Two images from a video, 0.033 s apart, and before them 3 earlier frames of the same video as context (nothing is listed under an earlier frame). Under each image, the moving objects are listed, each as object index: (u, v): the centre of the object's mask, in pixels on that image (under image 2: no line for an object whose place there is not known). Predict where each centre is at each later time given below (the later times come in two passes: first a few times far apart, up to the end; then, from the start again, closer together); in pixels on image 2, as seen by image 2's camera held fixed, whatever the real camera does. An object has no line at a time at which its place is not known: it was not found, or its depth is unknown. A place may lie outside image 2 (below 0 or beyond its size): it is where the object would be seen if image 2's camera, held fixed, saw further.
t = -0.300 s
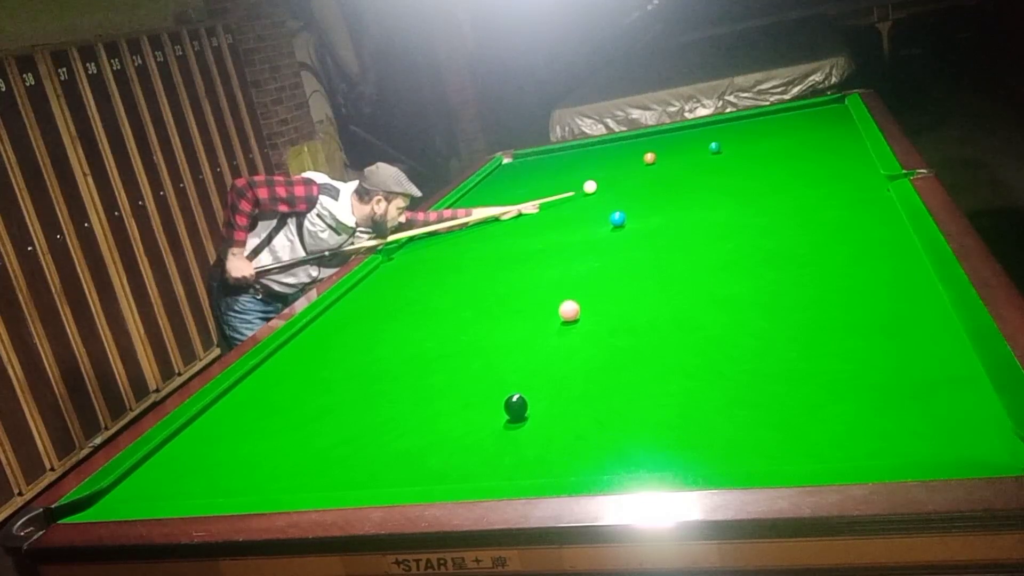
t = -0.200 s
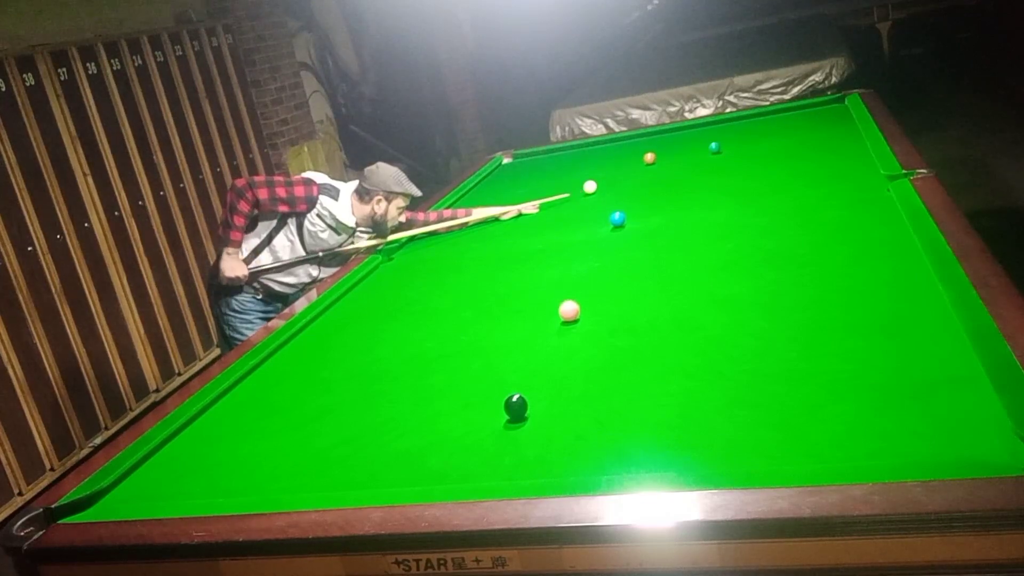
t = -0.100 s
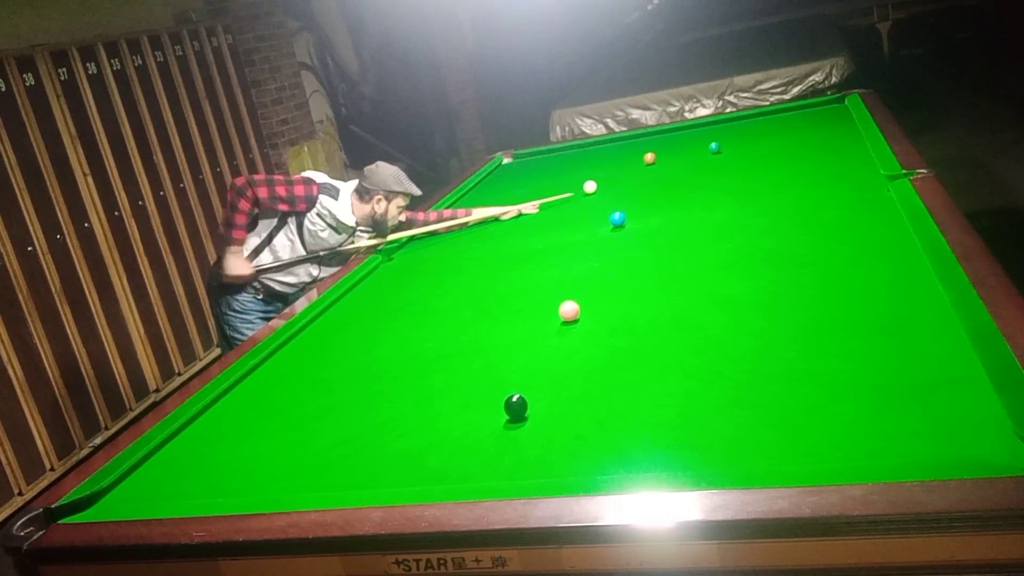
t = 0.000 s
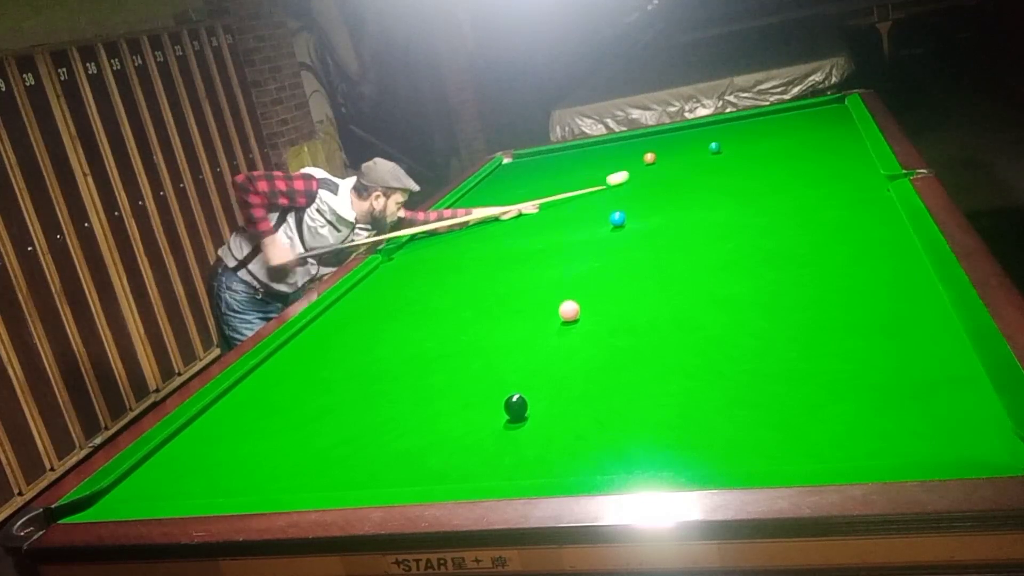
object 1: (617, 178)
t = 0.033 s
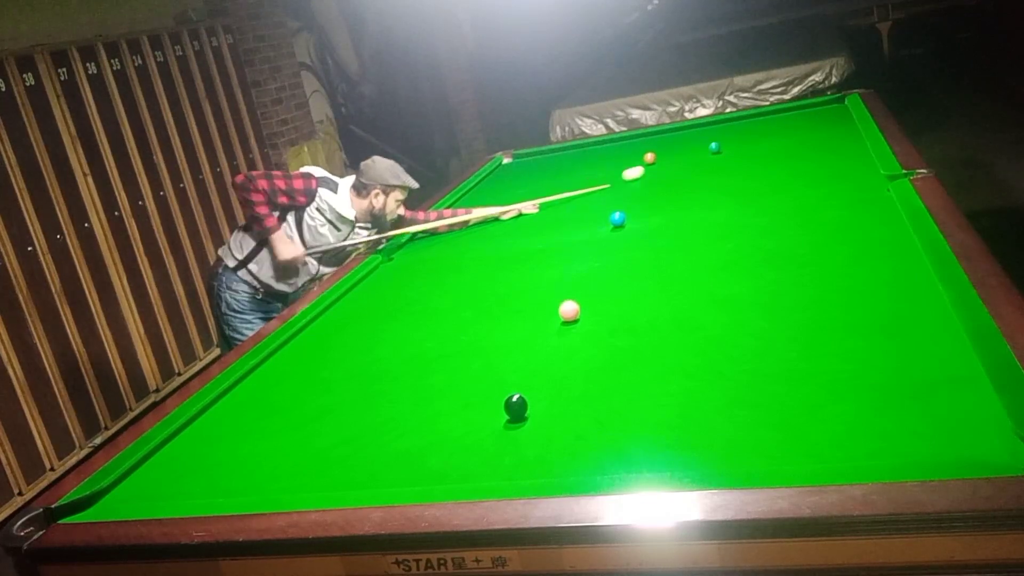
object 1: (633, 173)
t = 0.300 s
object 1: (712, 150)
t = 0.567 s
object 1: (726, 150)
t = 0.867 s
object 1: (740, 149)
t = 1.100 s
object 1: (750, 149)
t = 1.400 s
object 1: (762, 148)
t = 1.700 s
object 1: (771, 148)
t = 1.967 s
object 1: (779, 148)
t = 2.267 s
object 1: (785, 147)
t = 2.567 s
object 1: (790, 147)
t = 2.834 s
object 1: (792, 147)
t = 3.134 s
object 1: (792, 147)
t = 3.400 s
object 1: (792, 147)
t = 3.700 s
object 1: (792, 147)
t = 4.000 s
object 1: (792, 147)
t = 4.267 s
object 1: (792, 147)
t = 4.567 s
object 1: (792, 147)
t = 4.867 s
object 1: (792, 147)
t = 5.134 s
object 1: (792, 147)
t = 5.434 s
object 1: (792, 147)
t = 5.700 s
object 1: (792, 147)
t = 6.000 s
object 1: (792, 147)
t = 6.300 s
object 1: (792, 147)
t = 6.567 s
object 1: (792, 147)
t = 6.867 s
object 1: (792, 147)
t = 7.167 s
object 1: (792, 147)
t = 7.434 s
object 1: (792, 147)
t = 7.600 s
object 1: (792, 147)
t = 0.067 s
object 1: (648, 169)
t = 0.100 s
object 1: (662, 164)
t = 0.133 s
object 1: (676, 160)
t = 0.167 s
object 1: (689, 156)
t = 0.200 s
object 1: (701, 152)
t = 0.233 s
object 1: (708, 150)
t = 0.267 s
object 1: (710, 150)
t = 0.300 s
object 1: (712, 150)
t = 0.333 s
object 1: (714, 150)
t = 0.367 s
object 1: (715, 150)
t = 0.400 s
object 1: (717, 150)
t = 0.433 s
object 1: (719, 150)
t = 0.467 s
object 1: (721, 150)
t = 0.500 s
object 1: (722, 150)
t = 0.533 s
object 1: (724, 150)
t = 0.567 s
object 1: (726, 150)
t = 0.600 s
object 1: (727, 150)
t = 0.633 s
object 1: (729, 150)
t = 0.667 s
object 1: (730, 150)
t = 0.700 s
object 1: (732, 150)
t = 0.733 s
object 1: (734, 150)
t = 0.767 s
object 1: (735, 149)
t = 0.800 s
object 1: (737, 149)
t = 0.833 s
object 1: (738, 149)
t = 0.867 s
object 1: (740, 149)
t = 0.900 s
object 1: (741, 149)
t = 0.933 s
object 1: (743, 149)
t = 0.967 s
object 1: (744, 149)
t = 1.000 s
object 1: (746, 149)
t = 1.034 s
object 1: (747, 149)
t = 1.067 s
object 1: (749, 149)
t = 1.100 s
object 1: (750, 149)
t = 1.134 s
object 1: (751, 149)
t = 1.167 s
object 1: (753, 149)
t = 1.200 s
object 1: (754, 149)
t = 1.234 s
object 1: (756, 149)
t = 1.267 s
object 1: (757, 149)
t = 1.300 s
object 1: (758, 149)
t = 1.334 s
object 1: (759, 149)
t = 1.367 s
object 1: (760, 149)
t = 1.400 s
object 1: (762, 148)
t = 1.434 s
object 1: (763, 148)
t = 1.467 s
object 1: (764, 149)
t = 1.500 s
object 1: (765, 148)
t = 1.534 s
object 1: (766, 148)
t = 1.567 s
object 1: (767, 148)
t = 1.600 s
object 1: (768, 148)
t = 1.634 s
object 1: (769, 148)
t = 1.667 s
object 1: (770, 148)
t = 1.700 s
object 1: (771, 148)
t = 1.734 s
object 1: (773, 148)
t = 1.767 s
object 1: (774, 148)
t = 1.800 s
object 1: (775, 148)
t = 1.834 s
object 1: (775, 148)
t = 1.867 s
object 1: (776, 148)
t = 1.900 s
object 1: (777, 148)
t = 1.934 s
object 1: (778, 148)
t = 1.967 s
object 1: (779, 148)
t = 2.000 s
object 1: (780, 148)
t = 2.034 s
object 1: (780, 148)
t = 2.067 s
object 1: (781, 148)
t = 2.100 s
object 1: (782, 148)
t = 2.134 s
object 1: (783, 148)
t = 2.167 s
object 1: (783, 148)
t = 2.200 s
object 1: (784, 148)
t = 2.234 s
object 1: (785, 148)
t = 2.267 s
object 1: (785, 147)
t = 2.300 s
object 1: (786, 148)
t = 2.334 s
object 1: (786, 148)
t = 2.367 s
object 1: (787, 147)
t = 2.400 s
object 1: (787, 147)
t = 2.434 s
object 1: (788, 147)
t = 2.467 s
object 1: (788, 147)
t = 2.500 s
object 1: (789, 147)
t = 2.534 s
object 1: (789, 147)
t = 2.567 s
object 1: (790, 147)
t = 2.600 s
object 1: (790, 147)
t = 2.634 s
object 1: (790, 147)
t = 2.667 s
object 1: (791, 147)
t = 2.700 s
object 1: (791, 147)
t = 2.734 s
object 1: (791, 147)
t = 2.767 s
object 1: (791, 147)
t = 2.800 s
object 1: (792, 147)
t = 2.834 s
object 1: (792, 147)
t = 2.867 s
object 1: (792, 147)
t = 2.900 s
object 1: (792, 147)
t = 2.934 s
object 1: (792, 147)
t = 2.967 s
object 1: (792, 147)
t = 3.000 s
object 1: (792, 147)
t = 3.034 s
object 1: (792, 147)
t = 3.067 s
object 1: (792, 147)
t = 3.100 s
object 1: (792, 147)
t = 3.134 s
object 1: (792, 147)
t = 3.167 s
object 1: (792, 147)
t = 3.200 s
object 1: (792, 147)
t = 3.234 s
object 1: (792, 147)
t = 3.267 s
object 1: (792, 147)
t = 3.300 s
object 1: (792, 147)
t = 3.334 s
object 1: (792, 147)
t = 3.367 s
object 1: (792, 147)
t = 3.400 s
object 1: (792, 147)
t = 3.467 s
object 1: (792, 147)
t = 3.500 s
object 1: (792, 147)
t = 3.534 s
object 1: (792, 147)
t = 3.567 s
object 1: (792, 147)
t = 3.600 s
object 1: (792, 147)
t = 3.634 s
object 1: (792, 147)
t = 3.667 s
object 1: (792, 147)
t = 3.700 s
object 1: (792, 147)
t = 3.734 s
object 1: (792, 147)
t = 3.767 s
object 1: (792, 147)
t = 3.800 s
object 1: (792, 147)
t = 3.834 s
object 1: (792, 147)
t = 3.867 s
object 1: (792, 147)
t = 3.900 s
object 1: (792, 147)
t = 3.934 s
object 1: (792, 147)
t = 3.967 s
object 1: (792, 147)
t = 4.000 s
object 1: (792, 147)
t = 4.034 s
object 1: (792, 147)
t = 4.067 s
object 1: (792, 147)
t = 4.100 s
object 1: (792, 147)
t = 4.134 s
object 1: (792, 147)
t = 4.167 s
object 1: (792, 147)
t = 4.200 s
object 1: (792, 147)
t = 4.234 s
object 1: (792, 147)
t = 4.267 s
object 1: (792, 147)
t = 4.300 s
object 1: (792, 147)
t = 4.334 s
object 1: (792, 147)
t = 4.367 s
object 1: (792, 147)
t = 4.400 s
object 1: (792, 147)
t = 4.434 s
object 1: (792, 147)
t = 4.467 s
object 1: (792, 147)
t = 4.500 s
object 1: (792, 147)
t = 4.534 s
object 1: (792, 147)
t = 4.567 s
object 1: (792, 147)
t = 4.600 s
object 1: (792, 147)
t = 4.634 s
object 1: (792, 147)
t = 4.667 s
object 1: (792, 147)
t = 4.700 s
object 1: (792, 147)
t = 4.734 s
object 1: (792, 147)
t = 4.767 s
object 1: (792, 147)
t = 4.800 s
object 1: (792, 147)
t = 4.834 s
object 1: (792, 147)
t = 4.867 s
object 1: (792, 147)
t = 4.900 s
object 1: (792, 147)
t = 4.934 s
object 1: (792, 147)
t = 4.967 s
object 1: (792, 147)
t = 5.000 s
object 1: (792, 147)
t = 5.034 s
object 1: (792, 147)
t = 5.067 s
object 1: (792, 147)
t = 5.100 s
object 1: (792, 147)
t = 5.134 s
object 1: (792, 147)
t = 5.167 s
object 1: (792, 147)
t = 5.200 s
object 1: (792, 147)
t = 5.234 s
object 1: (792, 147)
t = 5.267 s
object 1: (792, 147)
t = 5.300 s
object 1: (792, 147)
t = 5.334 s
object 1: (792, 147)
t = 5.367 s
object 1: (792, 147)
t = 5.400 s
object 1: (792, 147)
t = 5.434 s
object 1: (792, 147)
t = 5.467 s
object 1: (792, 147)
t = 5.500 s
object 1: (792, 147)
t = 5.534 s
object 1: (792, 147)
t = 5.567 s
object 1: (792, 147)
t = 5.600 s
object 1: (792, 147)
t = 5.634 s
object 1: (792, 147)
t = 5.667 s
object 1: (792, 147)
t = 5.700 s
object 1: (792, 147)
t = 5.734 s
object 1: (792, 147)
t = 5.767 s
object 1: (792, 147)
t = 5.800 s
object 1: (792, 147)
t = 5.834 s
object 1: (792, 147)
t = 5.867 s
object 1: (792, 147)
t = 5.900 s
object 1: (792, 147)
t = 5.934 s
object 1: (792, 147)
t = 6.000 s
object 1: (792, 147)
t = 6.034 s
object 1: (792, 147)
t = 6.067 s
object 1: (792, 147)
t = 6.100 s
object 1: (792, 147)
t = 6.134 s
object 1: (792, 147)
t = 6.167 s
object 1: (792, 147)
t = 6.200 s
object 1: (792, 147)
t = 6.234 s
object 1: (792, 147)
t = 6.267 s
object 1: (792, 147)
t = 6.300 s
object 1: (792, 147)
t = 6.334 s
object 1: (792, 147)
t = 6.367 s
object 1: (792, 147)
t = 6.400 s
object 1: (792, 147)
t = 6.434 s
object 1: (792, 147)
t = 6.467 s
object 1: (792, 147)
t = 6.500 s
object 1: (792, 147)
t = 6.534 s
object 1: (792, 147)
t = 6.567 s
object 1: (792, 147)
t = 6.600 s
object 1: (792, 148)
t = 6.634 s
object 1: (792, 147)
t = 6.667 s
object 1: (792, 147)
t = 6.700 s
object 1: (792, 147)
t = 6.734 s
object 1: (792, 147)
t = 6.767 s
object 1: (792, 147)
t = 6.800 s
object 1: (792, 147)
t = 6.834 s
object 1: (792, 147)
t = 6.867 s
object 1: (792, 147)
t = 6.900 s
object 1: (792, 147)
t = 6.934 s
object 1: (792, 147)
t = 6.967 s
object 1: (792, 147)
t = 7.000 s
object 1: (792, 147)
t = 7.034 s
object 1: (792, 147)
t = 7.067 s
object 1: (792, 147)
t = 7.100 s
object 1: (792, 147)
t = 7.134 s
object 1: (792, 147)
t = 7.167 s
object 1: (792, 147)
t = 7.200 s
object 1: (792, 147)
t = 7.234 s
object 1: (792, 147)
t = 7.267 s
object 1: (792, 147)
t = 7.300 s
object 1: (792, 147)
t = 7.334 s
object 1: (792, 147)
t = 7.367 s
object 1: (792, 147)
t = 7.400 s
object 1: (792, 147)
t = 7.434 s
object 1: (792, 147)
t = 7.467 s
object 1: (792, 147)
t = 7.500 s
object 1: (792, 147)
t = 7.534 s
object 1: (792, 147)
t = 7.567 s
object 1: (792, 147)
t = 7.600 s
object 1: (792, 147)
